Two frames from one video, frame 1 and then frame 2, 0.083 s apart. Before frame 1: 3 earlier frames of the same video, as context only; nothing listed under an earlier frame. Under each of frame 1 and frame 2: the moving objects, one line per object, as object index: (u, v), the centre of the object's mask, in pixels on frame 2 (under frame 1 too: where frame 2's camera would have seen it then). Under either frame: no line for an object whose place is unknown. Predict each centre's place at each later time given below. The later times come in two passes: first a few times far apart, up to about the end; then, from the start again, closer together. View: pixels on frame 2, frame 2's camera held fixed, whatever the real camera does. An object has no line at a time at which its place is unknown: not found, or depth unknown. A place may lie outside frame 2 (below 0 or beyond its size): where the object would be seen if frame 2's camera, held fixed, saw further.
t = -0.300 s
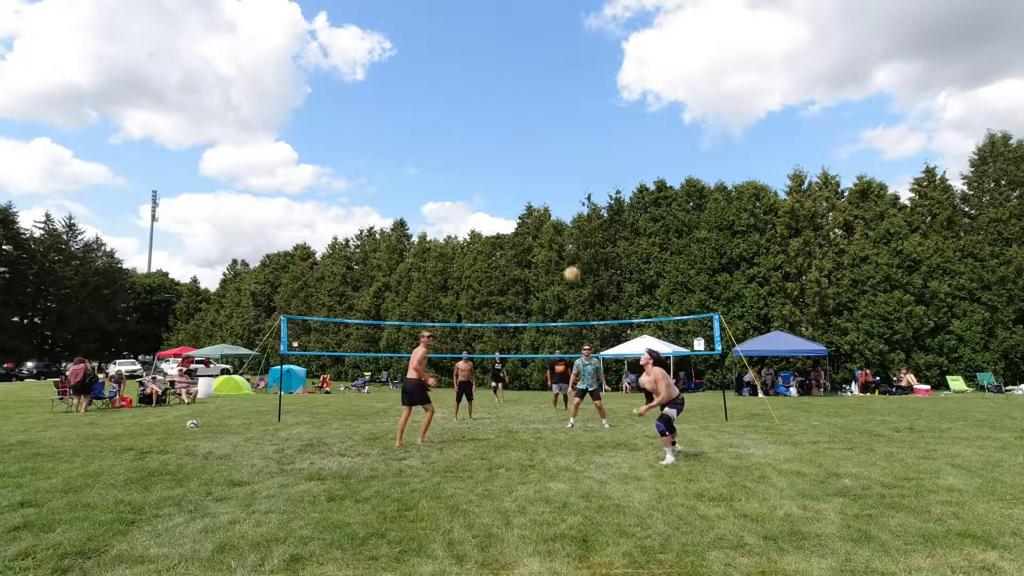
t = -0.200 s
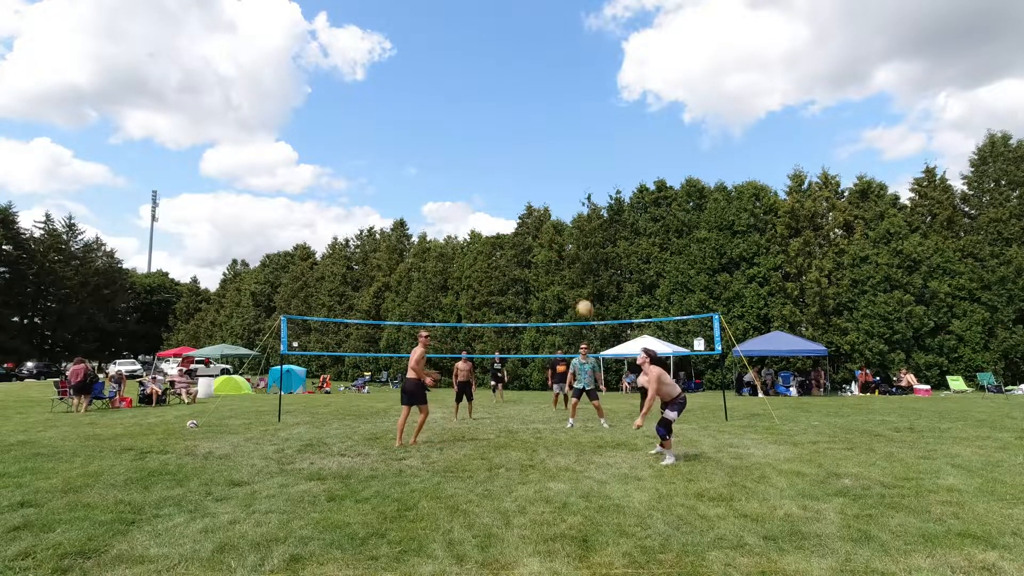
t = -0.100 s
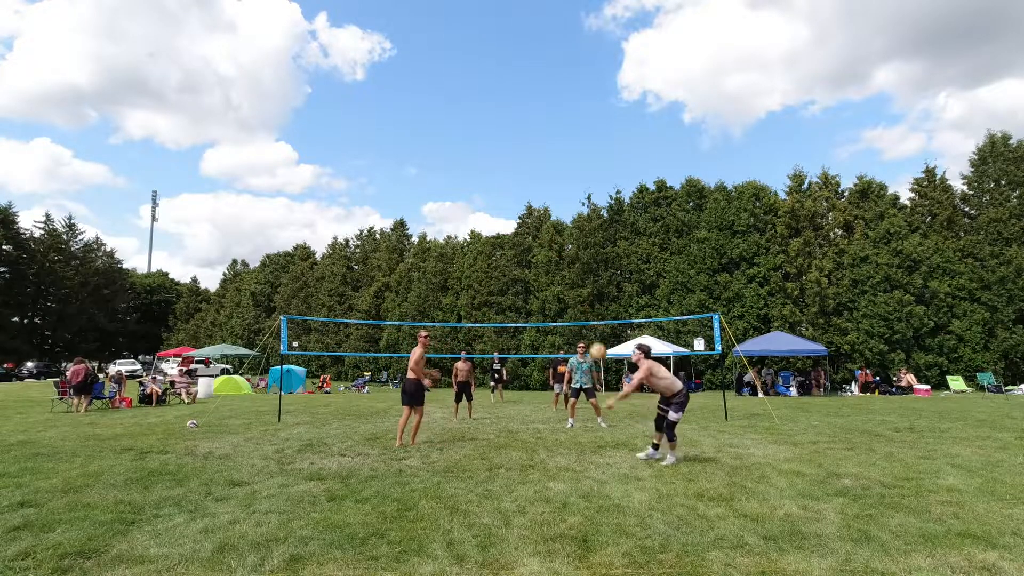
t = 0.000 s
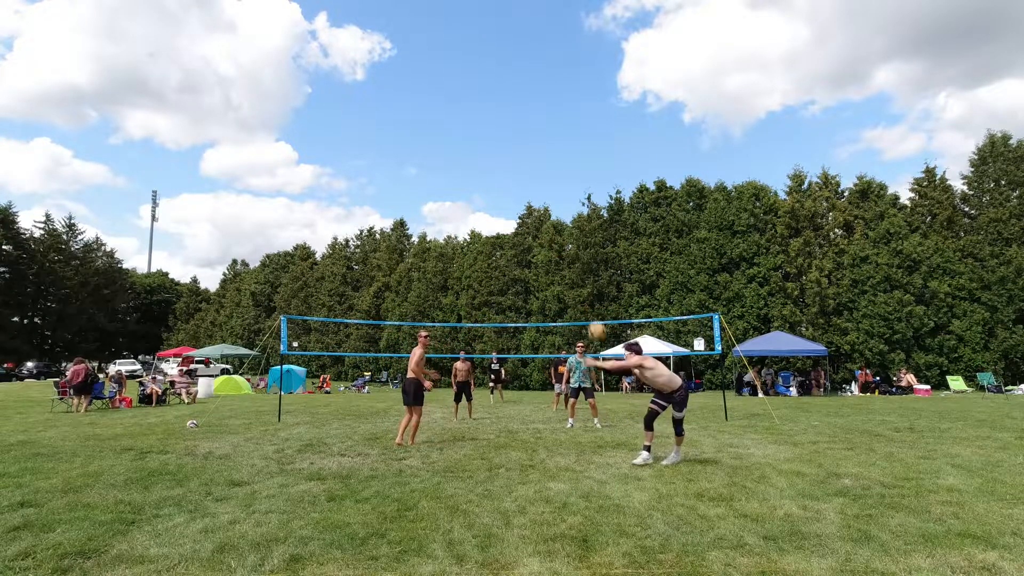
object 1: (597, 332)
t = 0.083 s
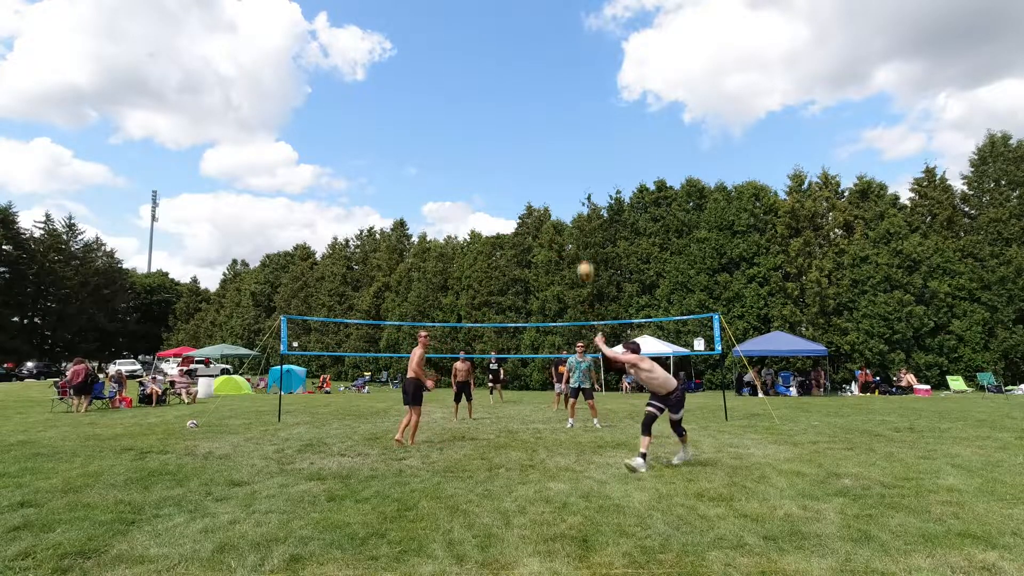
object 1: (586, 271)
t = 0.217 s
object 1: (569, 193)
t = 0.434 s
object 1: (547, 105)
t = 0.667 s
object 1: (526, 54)
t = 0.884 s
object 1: (509, 40)
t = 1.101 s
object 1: (493, 54)
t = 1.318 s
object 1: (478, 93)
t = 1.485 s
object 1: (467, 139)
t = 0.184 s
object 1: (573, 212)
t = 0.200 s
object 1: (571, 202)
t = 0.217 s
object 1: (569, 193)
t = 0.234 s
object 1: (568, 185)
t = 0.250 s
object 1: (565, 177)
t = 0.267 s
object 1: (563, 169)
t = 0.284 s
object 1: (562, 161)
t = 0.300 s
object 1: (560, 154)
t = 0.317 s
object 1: (558, 147)
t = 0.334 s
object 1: (556, 140)
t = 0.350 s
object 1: (554, 134)
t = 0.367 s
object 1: (553, 128)
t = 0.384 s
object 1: (552, 122)
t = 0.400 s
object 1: (550, 116)
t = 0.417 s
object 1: (548, 111)
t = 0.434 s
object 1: (547, 105)
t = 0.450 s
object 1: (545, 100)
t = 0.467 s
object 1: (543, 96)
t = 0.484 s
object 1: (542, 91)
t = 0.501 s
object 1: (540, 87)
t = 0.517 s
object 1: (539, 83)
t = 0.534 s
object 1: (537, 79)
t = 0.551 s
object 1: (536, 75)
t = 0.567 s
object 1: (535, 72)
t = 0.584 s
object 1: (533, 68)
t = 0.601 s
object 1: (532, 65)
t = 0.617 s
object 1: (530, 62)
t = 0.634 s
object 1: (529, 60)
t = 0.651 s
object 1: (528, 57)
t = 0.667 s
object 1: (526, 54)
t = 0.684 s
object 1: (525, 52)
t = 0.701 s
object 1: (523, 50)
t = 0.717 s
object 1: (522, 49)
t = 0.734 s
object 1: (520, 47)
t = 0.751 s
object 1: (519, 45)
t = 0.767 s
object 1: (518, 44)
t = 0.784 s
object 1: (517, 43)
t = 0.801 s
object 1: (515, 42)
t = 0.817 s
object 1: (514, 41)
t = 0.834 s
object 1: (513, 41)
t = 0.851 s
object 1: (512, 41)
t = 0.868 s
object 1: (510, 40)
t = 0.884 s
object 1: (509, 40)
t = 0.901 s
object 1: (508, 40)
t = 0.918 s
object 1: (507, 41)
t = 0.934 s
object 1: (505, 41)
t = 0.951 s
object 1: (504, 41)
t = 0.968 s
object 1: (503, 42)
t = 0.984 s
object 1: (502, 43)
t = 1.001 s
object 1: (501, 44)
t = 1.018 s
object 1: (499, 45)
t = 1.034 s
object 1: (498, 47)
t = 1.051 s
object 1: (497, 48)
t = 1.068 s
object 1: (496, 50)
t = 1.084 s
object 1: (495, 52)
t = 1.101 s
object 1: (493, 54)
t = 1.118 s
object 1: (492, 56)
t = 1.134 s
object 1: (491, 59)
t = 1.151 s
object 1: (490, 61)
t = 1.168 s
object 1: (489, 64)
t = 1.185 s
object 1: (487, 66)
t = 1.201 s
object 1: (486, 69)
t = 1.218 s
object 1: (485, 72)
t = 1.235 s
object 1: (484, 75)
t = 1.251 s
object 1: (483, 79)
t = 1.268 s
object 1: (482, 82)
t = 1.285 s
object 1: (481, 86)
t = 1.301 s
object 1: (479, 90)
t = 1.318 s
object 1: (478, 93)
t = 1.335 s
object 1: (477, 97)
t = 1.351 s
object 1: (476, 101)
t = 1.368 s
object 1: (475, 106)
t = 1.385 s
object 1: (474, 110)
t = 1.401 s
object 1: (472, 114)
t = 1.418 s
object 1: (471, 119)
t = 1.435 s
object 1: (470, 124)
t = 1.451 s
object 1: (469, 129)
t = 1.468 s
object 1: (468, 134)
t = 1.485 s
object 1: (467, 139)
